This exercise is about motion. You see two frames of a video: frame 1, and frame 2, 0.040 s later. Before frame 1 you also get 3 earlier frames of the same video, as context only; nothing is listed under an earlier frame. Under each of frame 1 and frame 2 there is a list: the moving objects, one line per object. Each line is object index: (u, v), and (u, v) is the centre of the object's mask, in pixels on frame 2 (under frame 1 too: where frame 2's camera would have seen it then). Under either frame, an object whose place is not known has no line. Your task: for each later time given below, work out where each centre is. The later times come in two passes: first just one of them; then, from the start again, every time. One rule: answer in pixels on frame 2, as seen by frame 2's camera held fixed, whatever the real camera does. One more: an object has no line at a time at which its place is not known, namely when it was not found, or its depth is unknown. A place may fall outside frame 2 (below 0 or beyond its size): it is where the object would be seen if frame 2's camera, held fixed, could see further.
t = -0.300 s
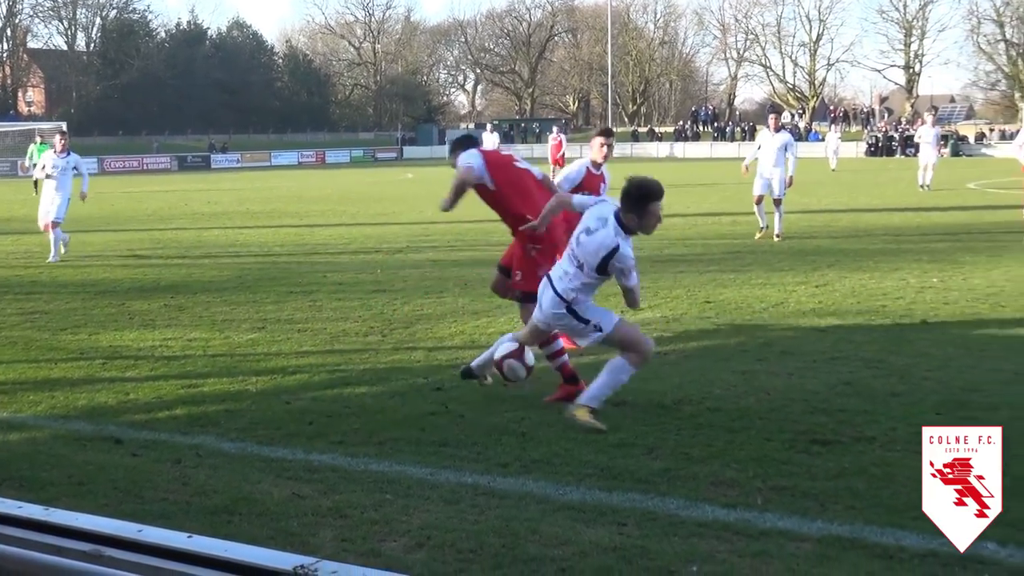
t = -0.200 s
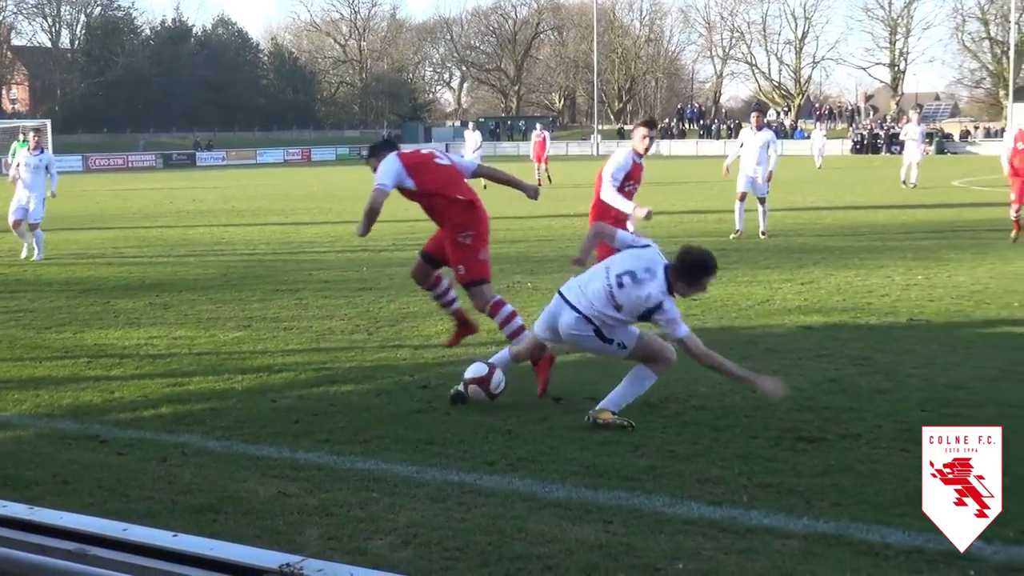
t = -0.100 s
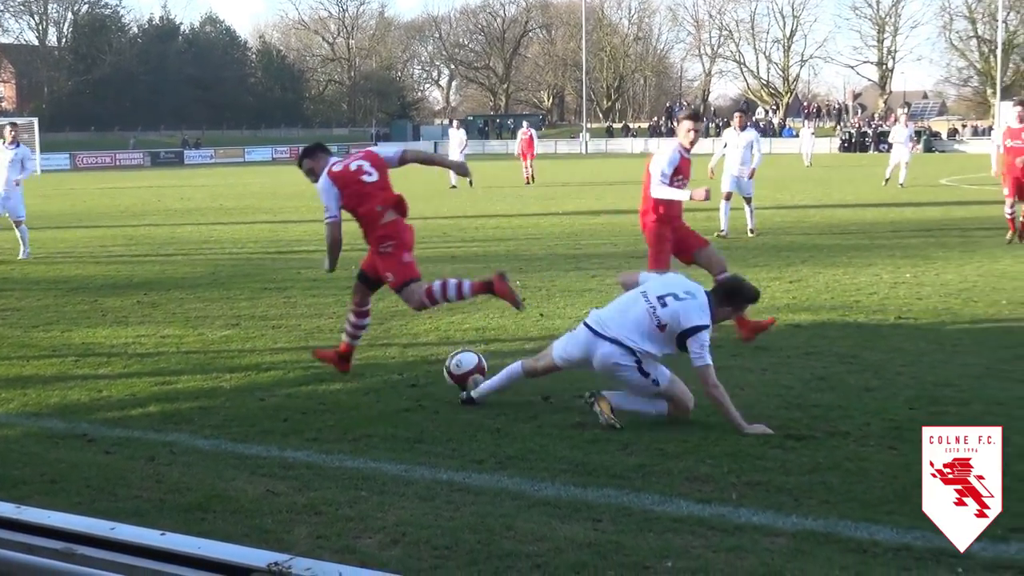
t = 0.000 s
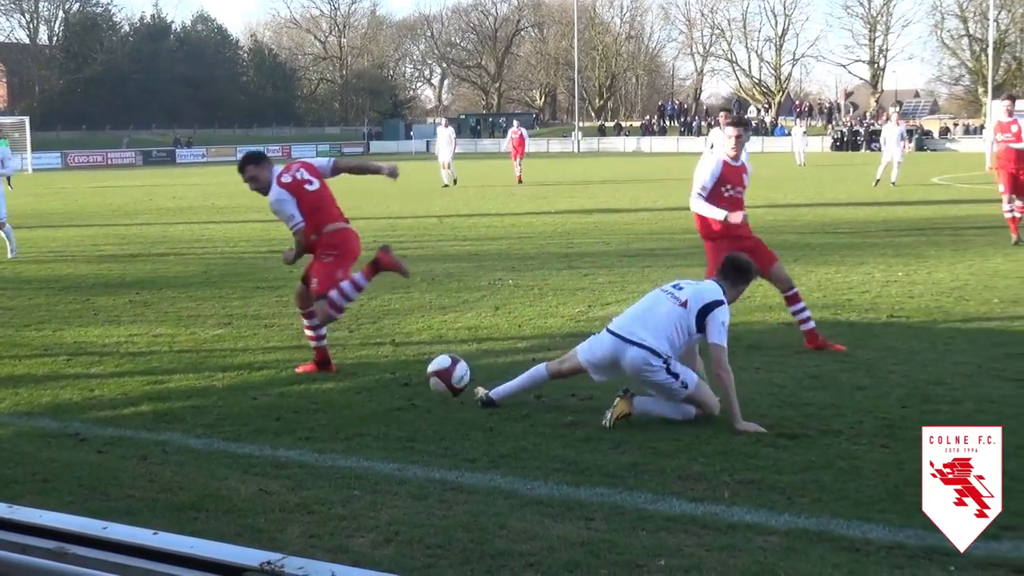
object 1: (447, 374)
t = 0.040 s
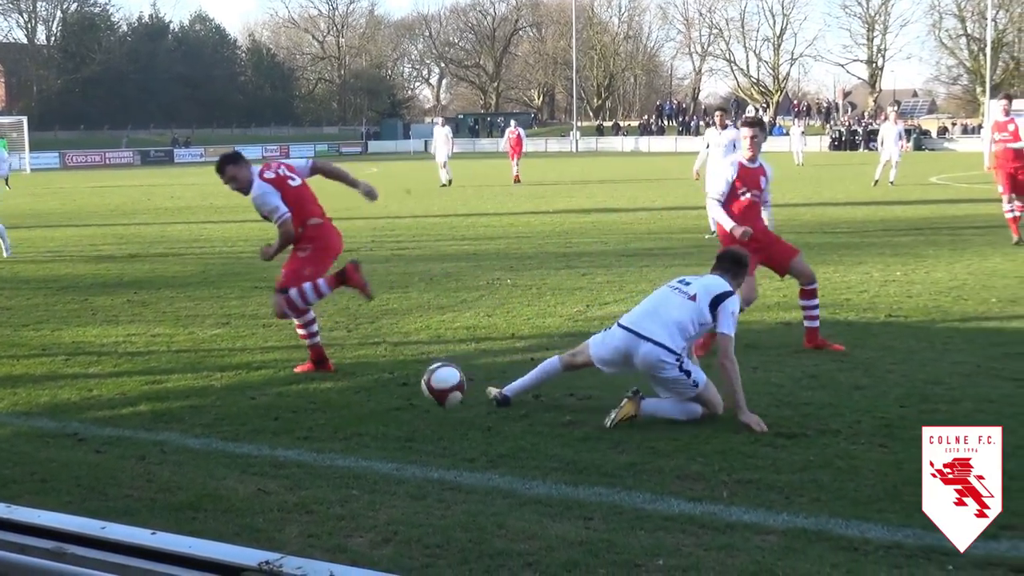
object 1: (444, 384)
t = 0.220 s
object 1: (429, 407)
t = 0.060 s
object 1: (442, 389)
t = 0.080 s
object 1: (441, 395)
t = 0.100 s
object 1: (440, 404)
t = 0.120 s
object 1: (438, 408)
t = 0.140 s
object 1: (436, 407)
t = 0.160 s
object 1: (434, 406)
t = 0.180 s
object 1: (432, 405)
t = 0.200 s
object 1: (430, 405)
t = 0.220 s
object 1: (429, 407)
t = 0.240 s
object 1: (427, 409)
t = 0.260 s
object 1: (426, 412)
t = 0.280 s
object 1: (424, 416)
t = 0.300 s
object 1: (423, 420)
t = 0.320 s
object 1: (422, 421)
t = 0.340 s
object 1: (419, 421)
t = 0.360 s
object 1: (418, 423)
